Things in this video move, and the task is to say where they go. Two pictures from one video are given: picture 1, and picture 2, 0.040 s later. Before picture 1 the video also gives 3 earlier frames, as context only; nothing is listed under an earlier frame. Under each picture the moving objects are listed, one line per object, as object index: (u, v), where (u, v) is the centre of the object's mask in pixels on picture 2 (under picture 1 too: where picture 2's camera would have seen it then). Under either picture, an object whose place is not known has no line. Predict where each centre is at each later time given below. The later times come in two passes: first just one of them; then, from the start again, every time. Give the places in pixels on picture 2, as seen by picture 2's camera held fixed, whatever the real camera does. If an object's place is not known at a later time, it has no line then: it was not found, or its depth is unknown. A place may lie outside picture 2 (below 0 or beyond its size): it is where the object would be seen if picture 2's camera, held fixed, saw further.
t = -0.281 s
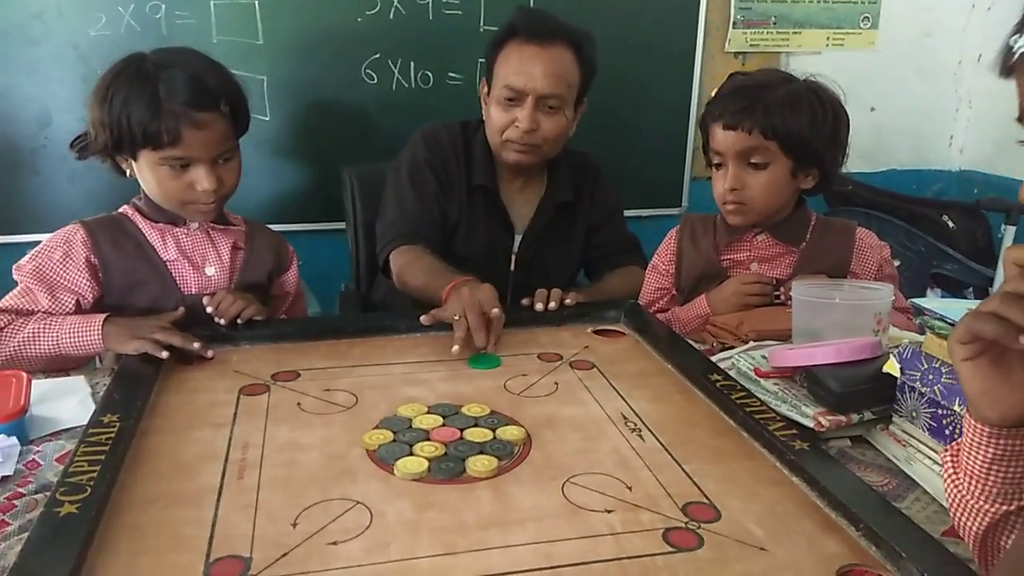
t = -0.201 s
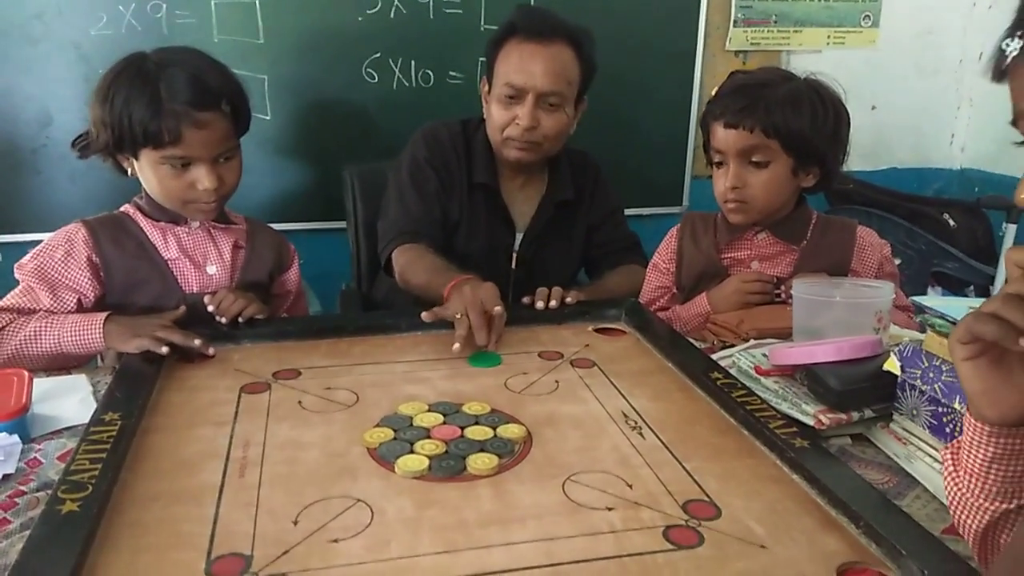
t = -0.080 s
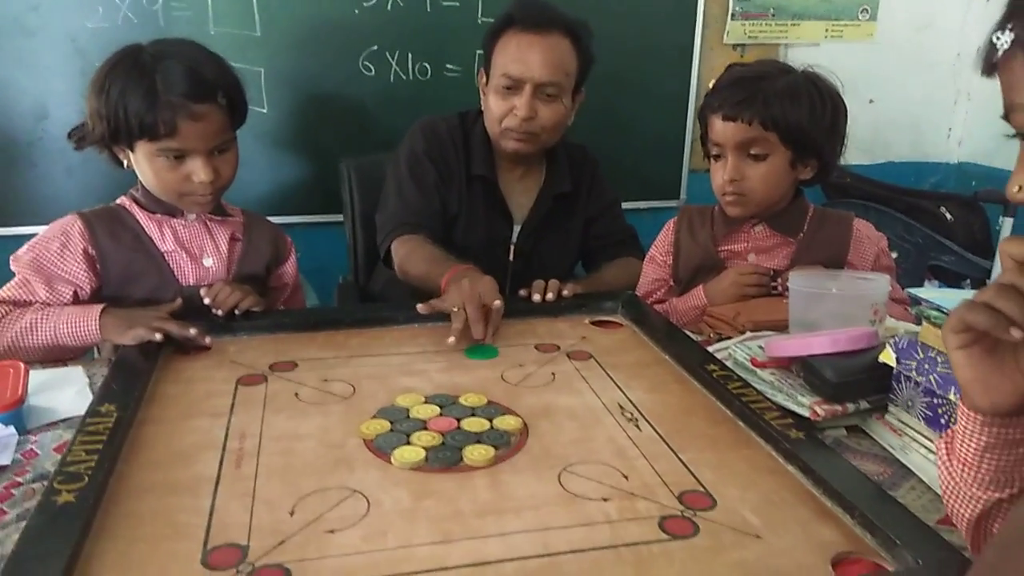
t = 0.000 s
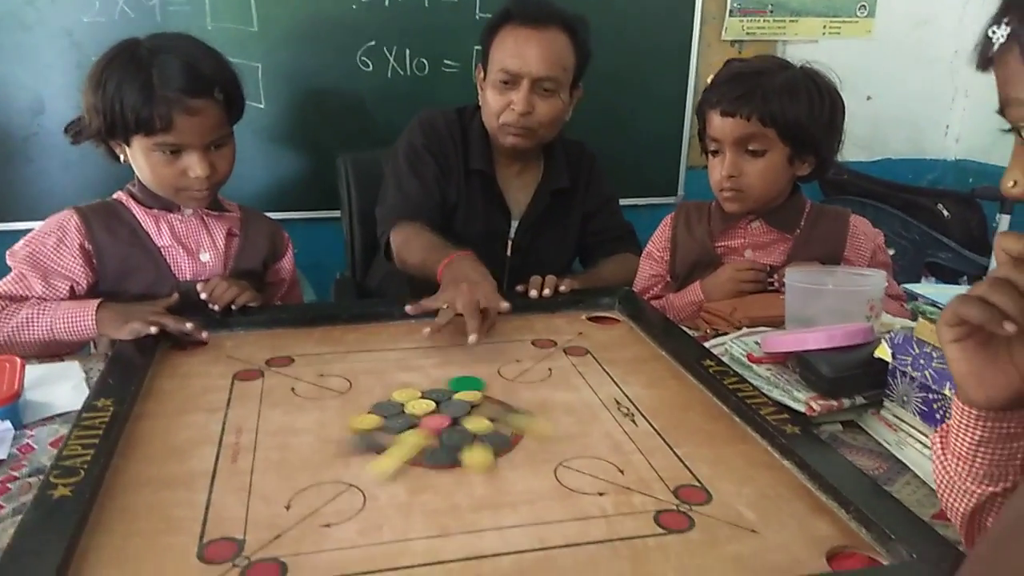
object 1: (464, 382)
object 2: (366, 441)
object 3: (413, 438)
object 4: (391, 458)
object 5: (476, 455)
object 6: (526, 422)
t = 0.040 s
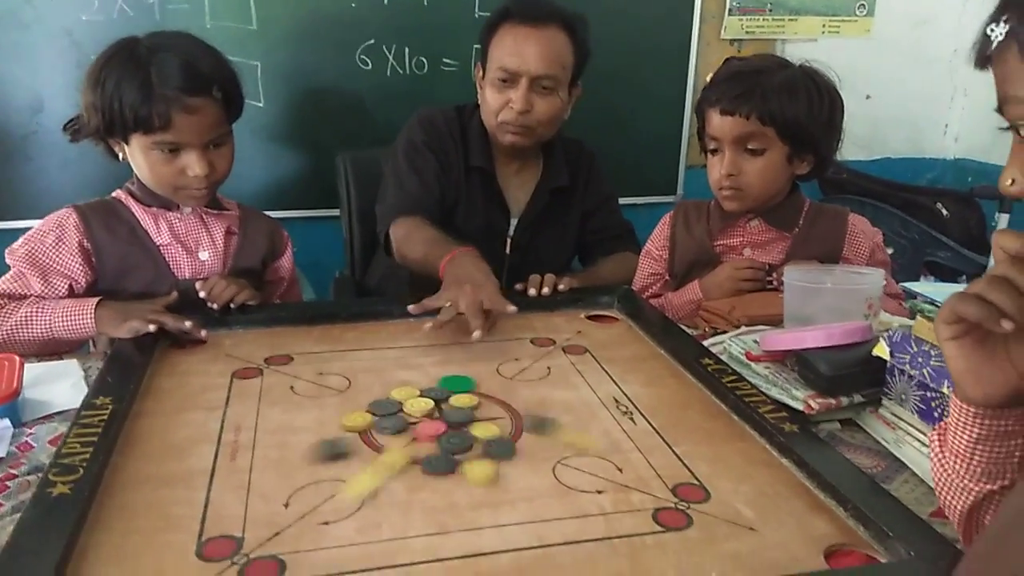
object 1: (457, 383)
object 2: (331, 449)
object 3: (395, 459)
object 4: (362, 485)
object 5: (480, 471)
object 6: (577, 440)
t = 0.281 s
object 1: (452, 383)
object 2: (273, 466)
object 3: (350, 509)
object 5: (485, 494)
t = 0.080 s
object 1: (453, 383)
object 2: (306, 456)
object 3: (381, 474)
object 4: (339, 507)
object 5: (483, 483)
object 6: (619, 454)
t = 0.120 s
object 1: (452, 383)
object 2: (287, 461)
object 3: (367, 490)
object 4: (316, 528)
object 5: (485, 493)
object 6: (656, 464)
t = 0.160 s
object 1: (452, 383)
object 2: (275, 465)
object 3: (356, 500)
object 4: (301, 543)
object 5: (486, 494)
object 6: (691, 474)
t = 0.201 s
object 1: (452, 383)
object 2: (273, 466)
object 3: (352, 507)
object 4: (292, 553)
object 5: (485, 494)
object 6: (719, 482)
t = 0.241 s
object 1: (452, 383)
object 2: (273, 466)
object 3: (350, 509)
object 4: (288, 559)
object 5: (485, 495)
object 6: (738, 487)
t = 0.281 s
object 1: (452, 383)
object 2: (273, 466)
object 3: (350, 509)
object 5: (485, 494)
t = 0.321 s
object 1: (452, 383)
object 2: (273, 466)
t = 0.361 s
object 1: (452, 383)
